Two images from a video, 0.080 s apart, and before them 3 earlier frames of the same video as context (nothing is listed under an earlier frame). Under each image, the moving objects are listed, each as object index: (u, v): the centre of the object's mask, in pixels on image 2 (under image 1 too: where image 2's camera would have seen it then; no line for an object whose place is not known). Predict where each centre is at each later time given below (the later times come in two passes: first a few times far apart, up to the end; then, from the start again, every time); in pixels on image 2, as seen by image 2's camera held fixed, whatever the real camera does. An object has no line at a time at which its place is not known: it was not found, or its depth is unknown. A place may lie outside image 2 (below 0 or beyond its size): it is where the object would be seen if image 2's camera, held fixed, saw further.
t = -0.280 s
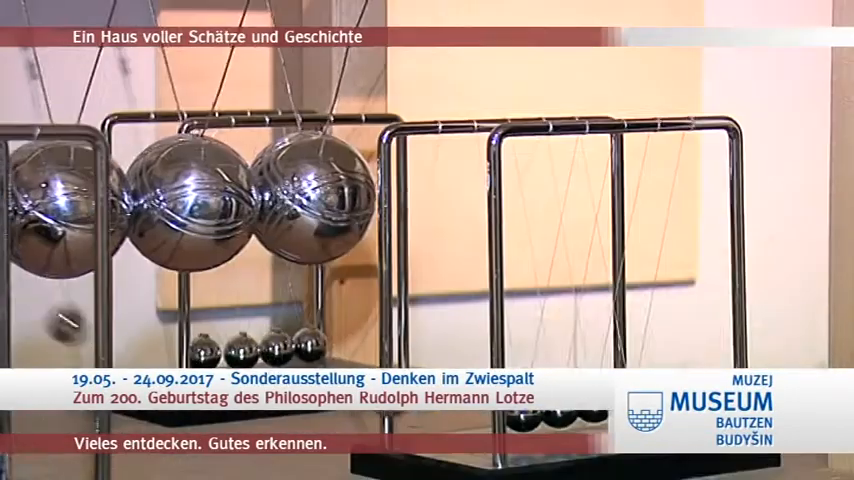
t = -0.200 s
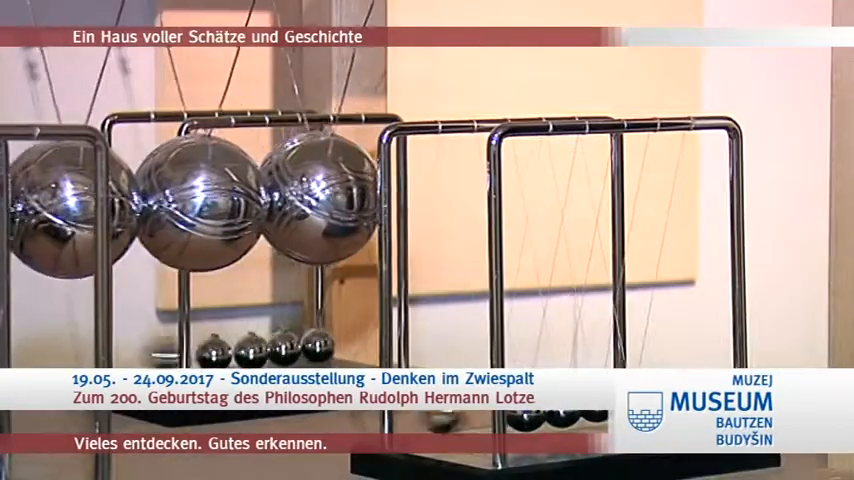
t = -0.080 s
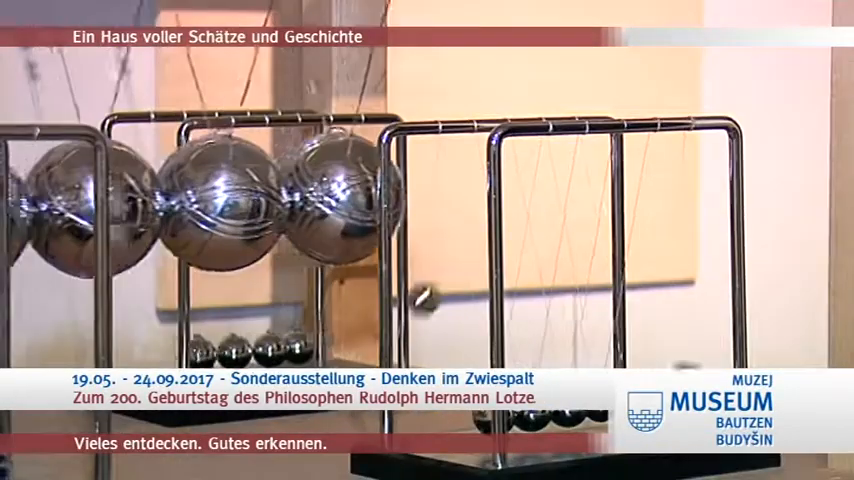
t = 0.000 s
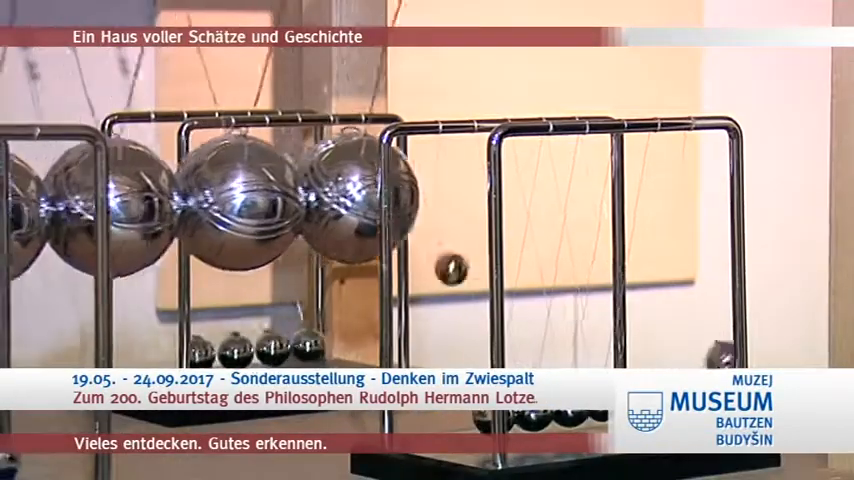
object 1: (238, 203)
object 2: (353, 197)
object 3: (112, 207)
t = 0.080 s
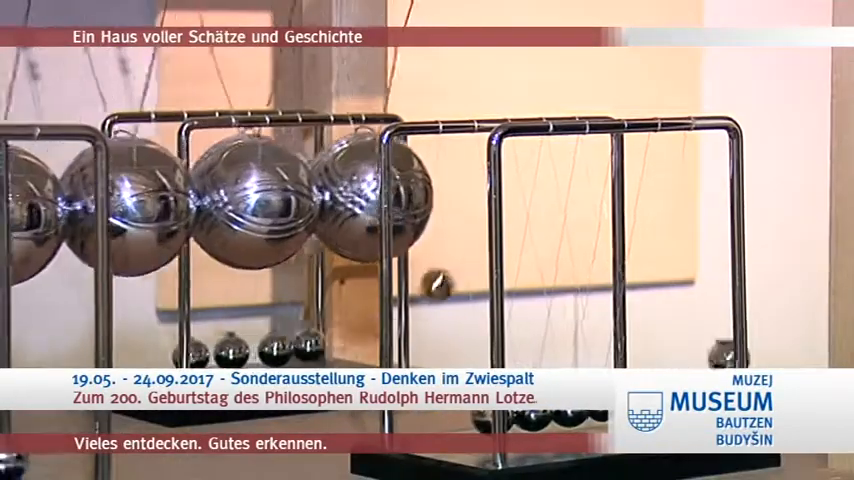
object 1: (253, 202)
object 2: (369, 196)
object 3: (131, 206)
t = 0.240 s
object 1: (270, 200)
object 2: (391, 195)
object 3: (156, 205)
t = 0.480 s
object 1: (253, 202)
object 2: (378, 196)
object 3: (131, 206)
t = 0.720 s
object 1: (208, 203)
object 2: (329, 199)
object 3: (74, 208)
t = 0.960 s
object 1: (188, 203)
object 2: (310, 197)
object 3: (53, 208)
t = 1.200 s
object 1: (220, 203)
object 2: (332, 197)
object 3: (91, 207)
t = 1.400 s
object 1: (257, 201)
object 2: (374, 196)
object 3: (137, 206)
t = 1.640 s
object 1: (267, 200)
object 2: (392, 195)
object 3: (155, 204)
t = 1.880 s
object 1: (232, 203)
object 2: (355, 198)
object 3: (109, 207)
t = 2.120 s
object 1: (194, 203)
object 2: (316, 198)
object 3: (53, 208)
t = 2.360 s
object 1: (200, 203)
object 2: (319, 198)
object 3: (68, 208)
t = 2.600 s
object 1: (242, 202)
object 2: (357, 197)
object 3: (119, 206)
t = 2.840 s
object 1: (267, 200)
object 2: (391, 195)
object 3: (155, 204)
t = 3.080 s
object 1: (247, 202)
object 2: (365, 196)
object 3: (123, 206)
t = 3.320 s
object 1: (205, 203)
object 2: (325, 198)
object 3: (71, 208)
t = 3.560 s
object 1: (193, 202)
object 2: (314, 197)
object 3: (53, 208)
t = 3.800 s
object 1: (227, 203)
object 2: (336, 197)
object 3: (94, 207)
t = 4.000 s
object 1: (260, 201)
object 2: (376, 196)
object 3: (150, 205)
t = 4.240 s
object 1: (263, 201)
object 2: (379, 195)
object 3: (152, 205)
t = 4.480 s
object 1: (226, 202)
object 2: (336, 198)
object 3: (94, 207)
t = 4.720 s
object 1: (194, 202)
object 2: (315, 197)
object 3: (53, 208)
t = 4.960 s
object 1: (206, 203)
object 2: (323, 197)
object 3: (72, 207)
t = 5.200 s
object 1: (246, 202)
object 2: (362, 196)
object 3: (122, 206)
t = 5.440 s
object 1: (266, 200)
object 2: (379, 195)
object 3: (154, 204)
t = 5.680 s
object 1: (240, 202)
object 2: (356, 197)
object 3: (116, 206)
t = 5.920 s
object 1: (201, 202)
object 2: (320, 197)
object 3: (68, 207)
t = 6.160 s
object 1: (197, 202)
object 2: (317, 197)
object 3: (65, 208)
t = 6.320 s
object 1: (218, 203)
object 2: (331, 197)
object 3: (89, 207)
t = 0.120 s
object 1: (259, 201)
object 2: (375, 196)
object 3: (149, 205)
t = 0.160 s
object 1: (264, 201)
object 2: (379, 195)
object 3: (152, 205)
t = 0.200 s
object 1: (268, 200)
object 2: (379, 195)
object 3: (154, 205)
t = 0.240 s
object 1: (270, 200)
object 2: (391, 195)
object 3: (156, 205)
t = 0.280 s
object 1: (272, 200)
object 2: (391, 195)
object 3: (157, 204)
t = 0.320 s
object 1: (271, 200)
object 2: (391, 195)
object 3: (156, 205)
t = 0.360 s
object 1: (269, 200)
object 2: (391, 196)
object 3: (155, 205)
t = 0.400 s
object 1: (265, 201)
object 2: (391, 195)
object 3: (153, 205)
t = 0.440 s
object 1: (260, 201)
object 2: (378, 196)
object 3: (150, 205)
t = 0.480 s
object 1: (253, 202)
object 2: (378, 196)
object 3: (131, 206)
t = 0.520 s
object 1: (246, 202)
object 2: (371, 196)
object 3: (122, 206)
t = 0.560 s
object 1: (239, 202)
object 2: (363, 196)
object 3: (113, 207)
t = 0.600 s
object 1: (231, 203)
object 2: (355, 197)
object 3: (108, 207)
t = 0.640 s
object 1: (223, 203)
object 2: (338, 198)
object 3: (93, 207)
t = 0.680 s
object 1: (214, 203)
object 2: (333, 198)
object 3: (84, 208)
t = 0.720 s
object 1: (208, 203)
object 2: (329, 199)
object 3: (74, 208)
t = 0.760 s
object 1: (201, 203)
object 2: (324, 198)
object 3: (69, 208)
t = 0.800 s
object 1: (196, 203)
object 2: (319, 198)
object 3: (65, 208)
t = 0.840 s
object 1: (192, 203)
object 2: (315, 198)
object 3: (53, 208)
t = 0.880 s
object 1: (189, 203)
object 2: (311, 197)
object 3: (53, 208)
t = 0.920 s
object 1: (188, 203)
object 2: (310, 197)
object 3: (52, 208)
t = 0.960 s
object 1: (188, 203)
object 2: (310, 197)
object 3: (53, 208)
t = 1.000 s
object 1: (191, 203)
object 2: (312, 197)
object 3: (53, 208)
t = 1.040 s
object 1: (195, 203)
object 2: (315, 198)
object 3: (53, 208)
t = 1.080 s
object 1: (200, 203)
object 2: (319, 197)
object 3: (67, 208)
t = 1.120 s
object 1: (206, 203)
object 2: (323, 198)
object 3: (72, 208)
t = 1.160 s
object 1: (213, 203)
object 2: (328, 198)
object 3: (82, 208)
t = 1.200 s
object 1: (220, 203)
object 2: (332, 197)
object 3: (91, 207)
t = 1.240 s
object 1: (228, 203)
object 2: (337, 197)
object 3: (94, 207)
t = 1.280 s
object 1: (236, 203)
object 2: (351, 197)
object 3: (112, 207)
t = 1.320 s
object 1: (243, 202)
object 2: (360, 197)
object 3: (120, 206)
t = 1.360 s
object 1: (251, 202)
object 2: (367, 197)
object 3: (129, 206)
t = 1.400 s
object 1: (257, 201)
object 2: (374, 196)
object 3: (137, 206)
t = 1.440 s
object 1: (262, 201)
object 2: (379, 196)
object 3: (152, 205)
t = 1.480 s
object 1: (266, 200)
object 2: (379, 195)
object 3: (154, 204)
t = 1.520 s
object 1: (268, 200)
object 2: (391, 196)
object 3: (156, 204)
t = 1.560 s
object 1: (270, 200)
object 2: (392, 195)
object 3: (156, 204)
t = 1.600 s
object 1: (269, 200)
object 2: (392, 195)
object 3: (156, 204)
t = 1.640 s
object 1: (267, 200)
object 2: (392, 195)
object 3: (155, 204)
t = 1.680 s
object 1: (264, 201)
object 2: (378, 196)
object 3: (152, 205)
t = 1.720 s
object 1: (259, 201)
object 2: (378, 196)
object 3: (149, 205)
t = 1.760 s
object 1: (254, 202)
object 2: (375, 196)
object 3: (132, 206)
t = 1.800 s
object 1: (247, 202)
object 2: (368, 197)
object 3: (123, 206)
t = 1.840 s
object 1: (240, 202)
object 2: (362, 197)
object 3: (114, 207)
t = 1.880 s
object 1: (232, 203)
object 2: (355, 198)
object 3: (109, 207)
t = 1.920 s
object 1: (224, 203)
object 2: (338, 198)
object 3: (94, 207)
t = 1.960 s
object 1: (216, 203)
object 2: (334, 198)
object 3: (85, 208)
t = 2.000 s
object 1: (209, 203)
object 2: (329, 198)
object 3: (75, 208)
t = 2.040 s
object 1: (203, 203)
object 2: (325, 198)
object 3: (70, 208)
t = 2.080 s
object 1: (198, 203)
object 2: (320, 198)
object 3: (66, 208)
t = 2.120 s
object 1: (194, 203)
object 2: (316, 198)
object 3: (53, 208)
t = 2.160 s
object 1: (191, 203)
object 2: (313, 197)
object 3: (53, 208)
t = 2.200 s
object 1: (190, 203)
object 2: (311, 197)
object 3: (53, 208)
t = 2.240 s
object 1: (190, 203)
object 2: (311, 197)
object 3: (53, 208)
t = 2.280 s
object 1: (192, 203)
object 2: (313, 197)
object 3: (53, 208)
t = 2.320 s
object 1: (196, 203)
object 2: (316, 198)
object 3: (54, 208)
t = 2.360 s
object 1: (200, 203)
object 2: (319, 198)
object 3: (68, 208)
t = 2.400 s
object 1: (206, 203)
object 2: (323, 198)
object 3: (73, 208)
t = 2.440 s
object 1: (212, 203)
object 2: (328, 198)
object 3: (81, 208)
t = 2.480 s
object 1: (219, 203)
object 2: (332, 198)
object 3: (91, 207)
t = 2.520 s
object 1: (227, 203)
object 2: (336, 198)
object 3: (94, 207)
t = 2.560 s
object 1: (234, 202)
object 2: (340, 197)
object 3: (110, 207)
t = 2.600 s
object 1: (242, 202)
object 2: (357, 197)
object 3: (119, 206)
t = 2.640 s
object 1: (250, 202)
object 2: (365, 197)
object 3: (127, 206)
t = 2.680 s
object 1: (255, 202)
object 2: (371, 196)
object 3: (135, 205)
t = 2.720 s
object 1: (260, 201)
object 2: (376, 196)
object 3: (151, 205)
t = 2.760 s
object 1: (264, 201)
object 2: (379, 195)
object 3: (153, 204)
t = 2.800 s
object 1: (266, 200)
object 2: (379, 195)
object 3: (154, 205)
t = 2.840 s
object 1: (267, 200)
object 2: (391, 195)
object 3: (155, 204)
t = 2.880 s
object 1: (267, 200)
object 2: (379, 192)
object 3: (154, 204)
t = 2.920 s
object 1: (265, 200)
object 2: (379, 195)
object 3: (153, 205)
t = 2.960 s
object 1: (263, 200)
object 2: (379, 194)
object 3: (152, 205)
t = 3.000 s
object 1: (259, 201)
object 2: (375, 196)
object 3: (149, 205)
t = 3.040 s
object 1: (254, 201)
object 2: (371, 196)
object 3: (131, 206)
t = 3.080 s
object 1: (247, 202)
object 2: (365, 196)
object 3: (123, 206)
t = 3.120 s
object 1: (239, 202)
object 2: (359, 197)
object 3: (114, 207)
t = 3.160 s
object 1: (232, 202)
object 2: (352, 197)
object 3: (108, 207)
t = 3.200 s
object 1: (225, 202)
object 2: (337, 198)
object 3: (94, 207)
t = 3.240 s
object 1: (217, 203)
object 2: (334, 198)
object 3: (86, 208)
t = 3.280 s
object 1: (210, 203)
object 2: (329, 198)
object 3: (77, 208)
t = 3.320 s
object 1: (205, 203)
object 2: (325, 198)
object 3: (71, 208)
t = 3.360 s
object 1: (199, 203)
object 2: (321, 198)
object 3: (67, 208)
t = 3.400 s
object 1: (195, 202)
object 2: (317, 197)
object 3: (53, 208)
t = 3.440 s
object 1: (193, 202)
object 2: (315, 197)
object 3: (53, 208)
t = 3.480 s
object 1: (192, 202)
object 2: (313, 197)
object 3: (53, 208)
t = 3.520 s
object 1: (192, 202)
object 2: (313, 197)
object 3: (53, 208)
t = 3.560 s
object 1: (193, 202)
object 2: (314, 197)
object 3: (53, 208)
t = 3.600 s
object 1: (196, 202)
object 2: (316, 197)
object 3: (54, 208)
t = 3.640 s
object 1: (200, 202)
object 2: (320, 197)
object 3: (67, 208)
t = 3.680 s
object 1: (205, 203)
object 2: (323, 198)
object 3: (72, 207)
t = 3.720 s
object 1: (212, 203)
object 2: (327, 198)
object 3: (77, 208)
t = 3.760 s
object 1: (219, 203)
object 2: (332, 198)
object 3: (89, 207)
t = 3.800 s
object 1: (227, 203)
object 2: (336, 197)
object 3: (94, 207)
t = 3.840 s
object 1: (234, 202)
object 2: (340, 198)
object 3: (108, 206)
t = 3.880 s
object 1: (240, 202)
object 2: (357, 197)
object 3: (117, 206)
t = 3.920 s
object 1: (248, 202)
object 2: (364, 197)
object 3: (125, 206)
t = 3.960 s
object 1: (254, 202)
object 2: (371, 196)
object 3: (133, 205)
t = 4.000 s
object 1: (260, 201)
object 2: (376, 196)
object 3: (150, 205)
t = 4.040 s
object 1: (264, 200)
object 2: (378, 195)
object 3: (152, 204)
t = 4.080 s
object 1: (266, 200)
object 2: (379, 195)
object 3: (153, 204)
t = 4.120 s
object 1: (267, 200)
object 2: (379, 195)
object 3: (154, 204)
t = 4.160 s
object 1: (267, 200)
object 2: (379, 195)
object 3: (154, 204)
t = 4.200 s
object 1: (266, 200)
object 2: (379, 195)
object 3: (153, 204)
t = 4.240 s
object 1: (263, 201)
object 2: (379, 195)
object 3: (152, 205)
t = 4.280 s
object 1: (258, 201)
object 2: (375, 196)
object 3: (149, 205)
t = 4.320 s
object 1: (253, 201)
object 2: (369, 197)
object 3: (131, 206)
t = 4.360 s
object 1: (247, 202)
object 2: (362, 197)
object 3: (123, 206)
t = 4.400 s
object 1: (240, 202)
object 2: (355, 197)
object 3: (116, 206)
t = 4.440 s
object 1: (233, 202)
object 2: (340, 198)
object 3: (108, 206)
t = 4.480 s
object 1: (226, 202)
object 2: (336, 198)
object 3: (94, 207)
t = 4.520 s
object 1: (218, 203)
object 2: (332, 198)
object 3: (88, 207)
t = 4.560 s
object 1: (212, 203)
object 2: (329, 198)
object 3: (78, 207)
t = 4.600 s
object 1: (206, 203)
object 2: (324, 198)
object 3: (72, 208)
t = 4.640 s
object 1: (201, 203)
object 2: (321, 198)
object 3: (68, 208)
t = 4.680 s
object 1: (197, 202)
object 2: (318, 197)
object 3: (65, 207)
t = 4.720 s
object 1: (194, 202)
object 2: (315, 197)
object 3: (53, 208)
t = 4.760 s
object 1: (192, 202)
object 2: (314, 197)
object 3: (53, 208)
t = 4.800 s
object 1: (192, 202)
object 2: (314, 197)
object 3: (53, 208)
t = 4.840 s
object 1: (194, 202)
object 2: (315, 197)
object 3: (53, 208)
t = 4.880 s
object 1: (197, 202)
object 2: (317, 197)
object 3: (65, 207)
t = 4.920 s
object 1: (201, 203)
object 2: (320, 197)
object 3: (68, 207)
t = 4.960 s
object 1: (206, 203)
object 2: (323, 197)
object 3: (72, 207)
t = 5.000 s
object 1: (212, 203)
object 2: (327, 198)
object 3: (79, 208)
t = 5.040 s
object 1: (218, 202)
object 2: (332, 198)
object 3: (88, 207)
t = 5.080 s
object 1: (225, 202)
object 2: (335, 198)
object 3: (94, 207)
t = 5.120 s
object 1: (233, 202)
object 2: (339, 197)
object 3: (108, 205)
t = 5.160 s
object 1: (240, 202)
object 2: (355, 197)
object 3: (115, 206)
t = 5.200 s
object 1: (246, 202)
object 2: (362, 196)
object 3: (122, 206)
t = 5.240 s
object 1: (252, 201)
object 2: (368, 196)
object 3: (131, 205)
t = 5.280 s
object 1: (258, 201)
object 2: (373, 195)
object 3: (137, 205)
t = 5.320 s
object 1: (261, 201)
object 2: (378, 195)
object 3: (151, 204)
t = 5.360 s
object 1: (265, 200)
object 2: (378, 195)
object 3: (153, 204)
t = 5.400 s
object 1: (266, 200)
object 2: (379, 195)
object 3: (154, 204)
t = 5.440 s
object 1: (266, 200)
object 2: (379, 195)
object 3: (154, 204)
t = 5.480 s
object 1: (265, 200)
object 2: (379, 195)
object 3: (153, 204)
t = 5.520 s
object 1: (262, 200)
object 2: (378, 195)
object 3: (151, 204)
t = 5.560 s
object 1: (258, 201)
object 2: (374, 195)
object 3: (149, 205)
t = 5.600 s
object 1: (254, 201)
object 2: (369, 195)
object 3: (131, 205)
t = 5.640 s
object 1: (247, 202)
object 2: (363, 196)
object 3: (123, 206)
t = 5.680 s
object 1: (240, 202)
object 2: (356, 197)
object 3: (116, 206)
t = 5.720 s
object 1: (233, 202)
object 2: (340, 198)
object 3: (108, 206)
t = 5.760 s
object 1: (226, 202)
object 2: (335, 197)
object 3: (94, 207)
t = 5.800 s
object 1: (219, 203)
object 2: (331, 198)
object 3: (90, 207)
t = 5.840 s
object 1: (212, 203)
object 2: (327, 198)
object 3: (81, 208)
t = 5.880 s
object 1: (206, 203)
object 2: (323, 198)
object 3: (74, 207)
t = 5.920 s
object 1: (201, 202)
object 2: (320, 197)
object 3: (68, 207)
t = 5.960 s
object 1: (197, 202)
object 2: (317, 197)
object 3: (65, 208)
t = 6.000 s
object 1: (194, 202)
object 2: (315, 197)
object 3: (53, 208)
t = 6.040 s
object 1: (193, 202)
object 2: (314, 197)
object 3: (53, 208)
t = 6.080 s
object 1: (193, 202)
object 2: (314, 197)
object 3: (53, 208)
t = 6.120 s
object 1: (194, 202)
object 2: (315, 197)
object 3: (53, 208)
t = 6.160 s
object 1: (197, 202)
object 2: (317, 197)
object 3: (65, 208)
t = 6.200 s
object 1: (201, 202)
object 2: (320, 197)
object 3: (68, 207)
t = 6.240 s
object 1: (206, 202)
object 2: (323, 197)
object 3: (73, 208)
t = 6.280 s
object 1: (212, 203)
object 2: (327, 197)
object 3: (81, 208)
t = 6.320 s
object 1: (218, 203)
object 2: (331, 197)
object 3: (89, 207)
